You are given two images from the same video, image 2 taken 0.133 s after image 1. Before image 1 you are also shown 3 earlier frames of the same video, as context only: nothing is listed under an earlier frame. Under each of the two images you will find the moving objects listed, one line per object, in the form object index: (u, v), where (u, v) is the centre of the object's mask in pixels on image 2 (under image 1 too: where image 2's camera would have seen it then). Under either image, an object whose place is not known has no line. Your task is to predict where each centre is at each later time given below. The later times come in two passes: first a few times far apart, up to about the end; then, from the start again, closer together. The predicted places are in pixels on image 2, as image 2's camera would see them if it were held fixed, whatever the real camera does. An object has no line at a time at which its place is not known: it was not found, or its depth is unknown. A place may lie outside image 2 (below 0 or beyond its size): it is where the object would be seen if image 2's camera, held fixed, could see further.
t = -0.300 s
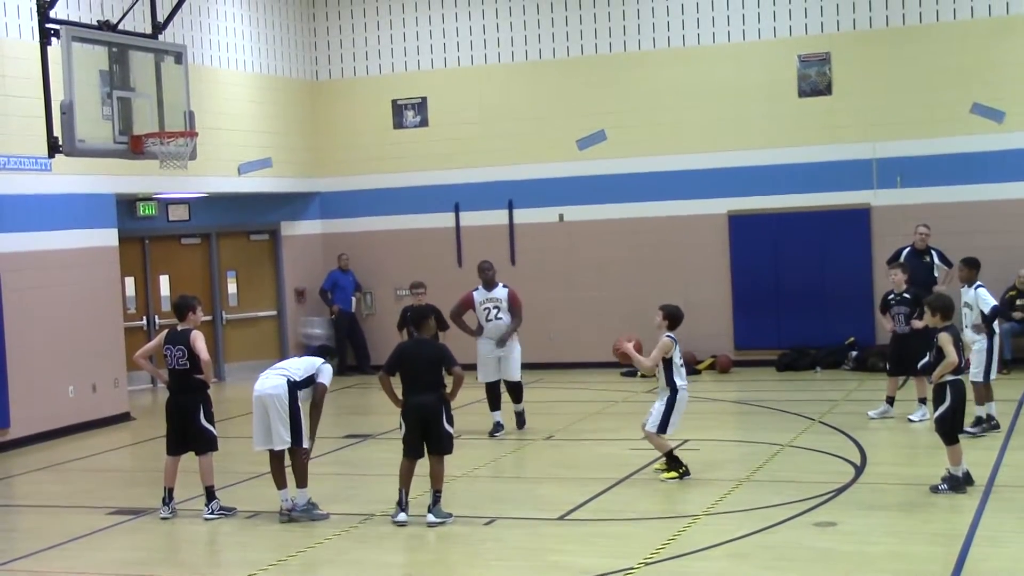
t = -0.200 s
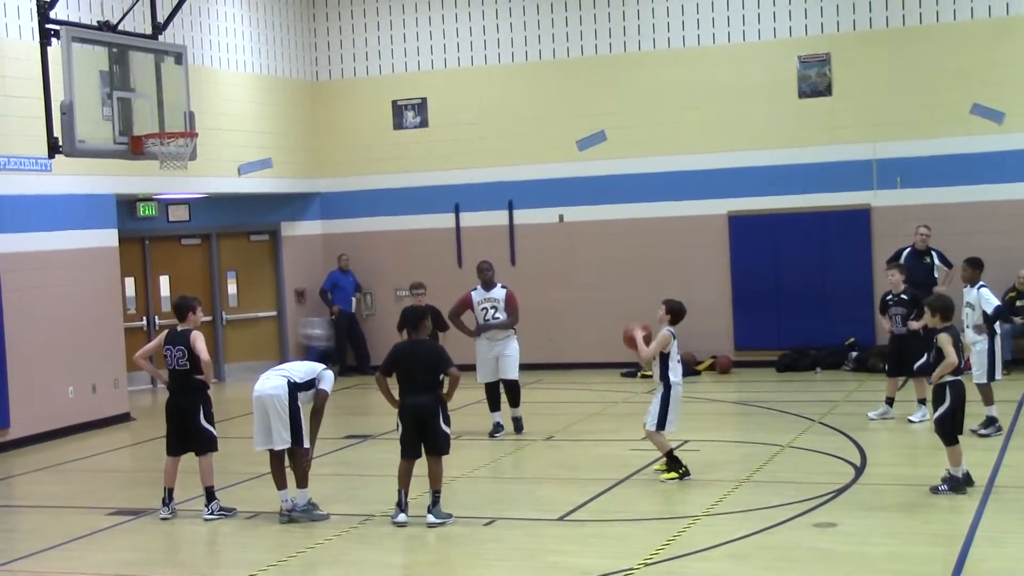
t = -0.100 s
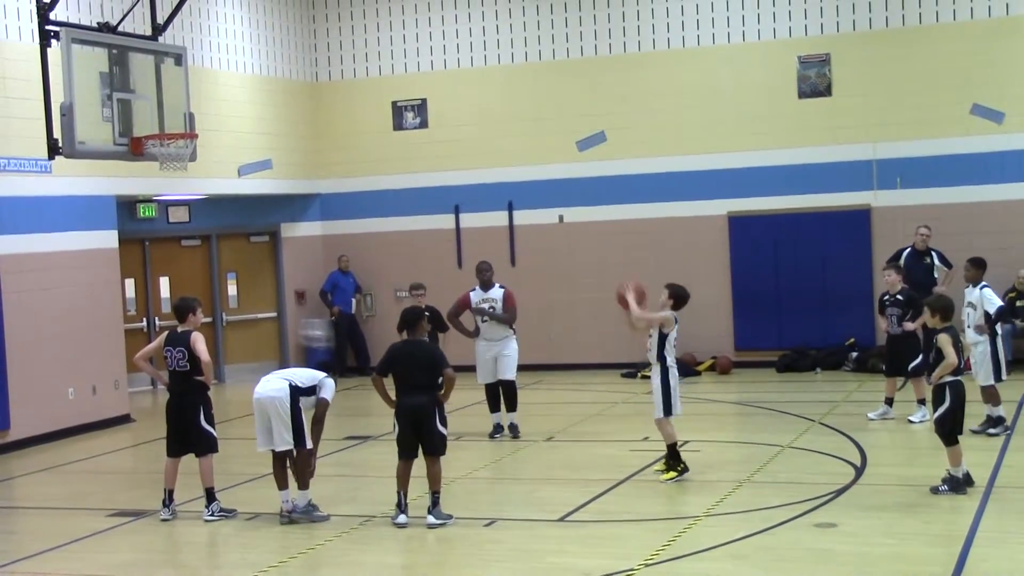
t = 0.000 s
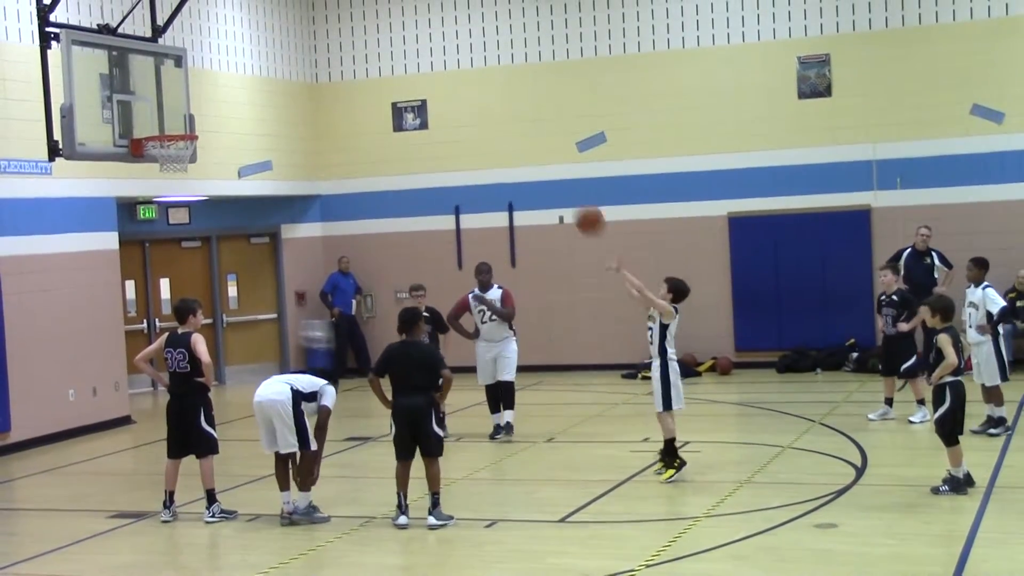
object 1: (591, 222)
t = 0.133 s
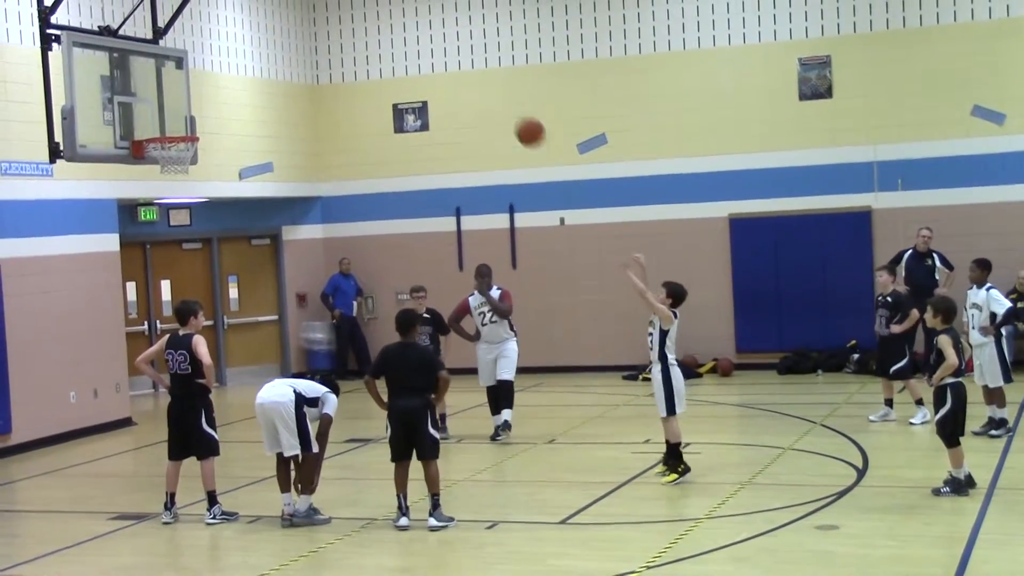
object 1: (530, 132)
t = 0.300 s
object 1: (458, 52)
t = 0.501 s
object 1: (378, 5)
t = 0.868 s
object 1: (246, 28)
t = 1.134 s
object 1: (164, 122)
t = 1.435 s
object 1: (104, 74)
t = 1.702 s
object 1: (51, 118)
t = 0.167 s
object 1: (515, 113)
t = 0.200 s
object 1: (501, 96)
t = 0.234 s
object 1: (487, 80)
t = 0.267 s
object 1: (473, 65)
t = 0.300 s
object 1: (458, 52)
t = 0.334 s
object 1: (445, 41)
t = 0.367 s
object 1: (431, 30)
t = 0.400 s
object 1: (418, 21)
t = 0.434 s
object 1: (404, 12)
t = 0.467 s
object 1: (391, 8)
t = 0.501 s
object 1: (378, 5)
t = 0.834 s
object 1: (256, 19)
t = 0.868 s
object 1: (246, 28)
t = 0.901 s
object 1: (234, 38)
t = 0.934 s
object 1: (223, 49)
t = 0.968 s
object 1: (212, 61)
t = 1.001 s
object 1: (202, 75)
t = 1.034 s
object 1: (191, 89)
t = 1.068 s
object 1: (181, 104)
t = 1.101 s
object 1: (171, 120)
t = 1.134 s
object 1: (164, 122)
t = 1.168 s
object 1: (157, 111)
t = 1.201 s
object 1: (150, 103)
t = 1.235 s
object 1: (144, 95)
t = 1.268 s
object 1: (137, 89)
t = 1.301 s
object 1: (130, 83)
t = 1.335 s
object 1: (124, 80)
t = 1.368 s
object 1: (116, 76)
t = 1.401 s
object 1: (110, 74)
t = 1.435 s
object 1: (104, 74)
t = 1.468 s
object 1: (97, 75)
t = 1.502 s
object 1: (90, 76)
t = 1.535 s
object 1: (84, 80)
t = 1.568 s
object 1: (77, 85)
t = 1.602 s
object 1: (70, 91)
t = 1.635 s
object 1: (64, 98)
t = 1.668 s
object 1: (57, 108)
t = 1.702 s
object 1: (51, 118)
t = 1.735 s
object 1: (44, 130)
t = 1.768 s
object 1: (38, 144)
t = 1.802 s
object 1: (32, 158)
